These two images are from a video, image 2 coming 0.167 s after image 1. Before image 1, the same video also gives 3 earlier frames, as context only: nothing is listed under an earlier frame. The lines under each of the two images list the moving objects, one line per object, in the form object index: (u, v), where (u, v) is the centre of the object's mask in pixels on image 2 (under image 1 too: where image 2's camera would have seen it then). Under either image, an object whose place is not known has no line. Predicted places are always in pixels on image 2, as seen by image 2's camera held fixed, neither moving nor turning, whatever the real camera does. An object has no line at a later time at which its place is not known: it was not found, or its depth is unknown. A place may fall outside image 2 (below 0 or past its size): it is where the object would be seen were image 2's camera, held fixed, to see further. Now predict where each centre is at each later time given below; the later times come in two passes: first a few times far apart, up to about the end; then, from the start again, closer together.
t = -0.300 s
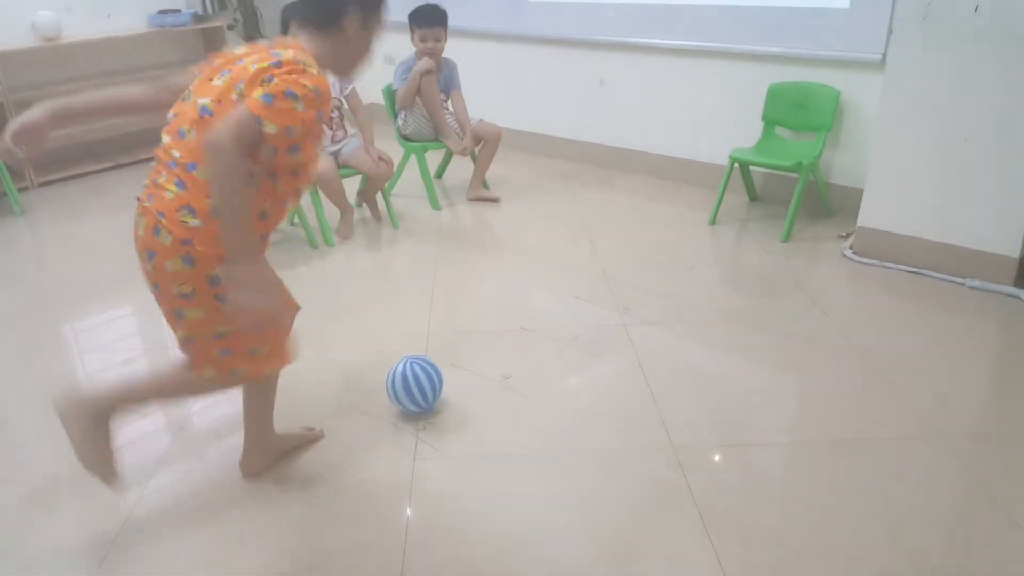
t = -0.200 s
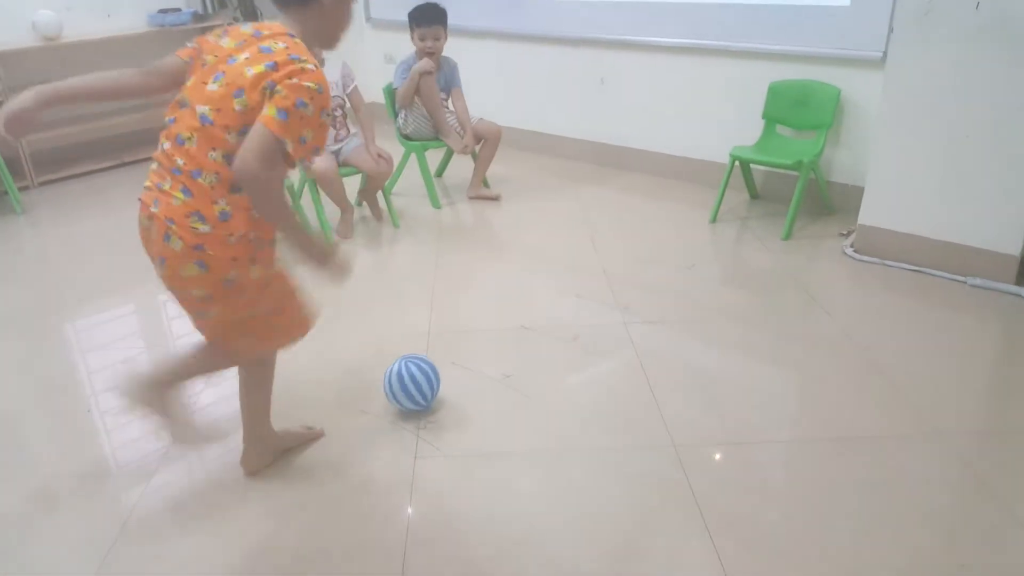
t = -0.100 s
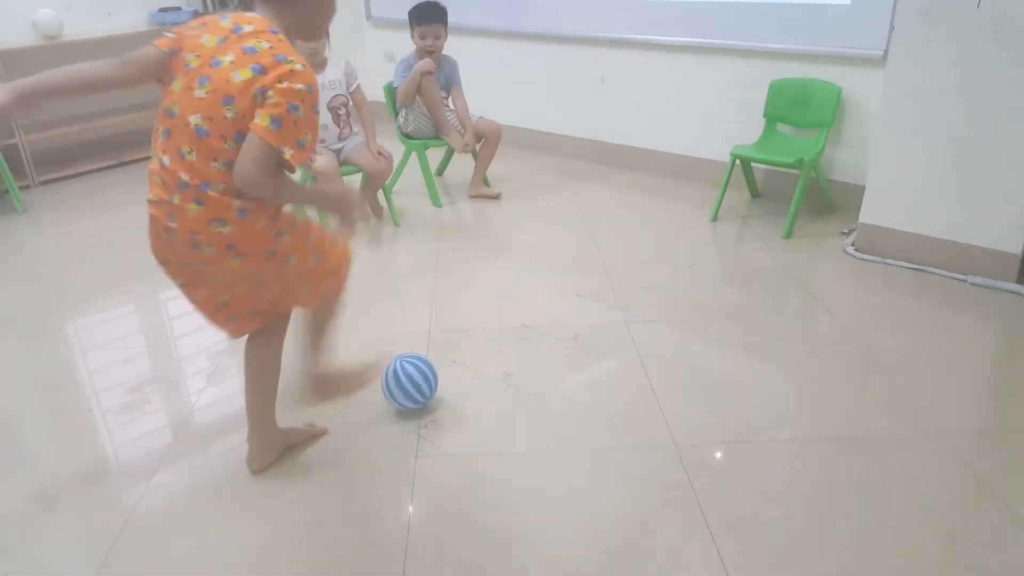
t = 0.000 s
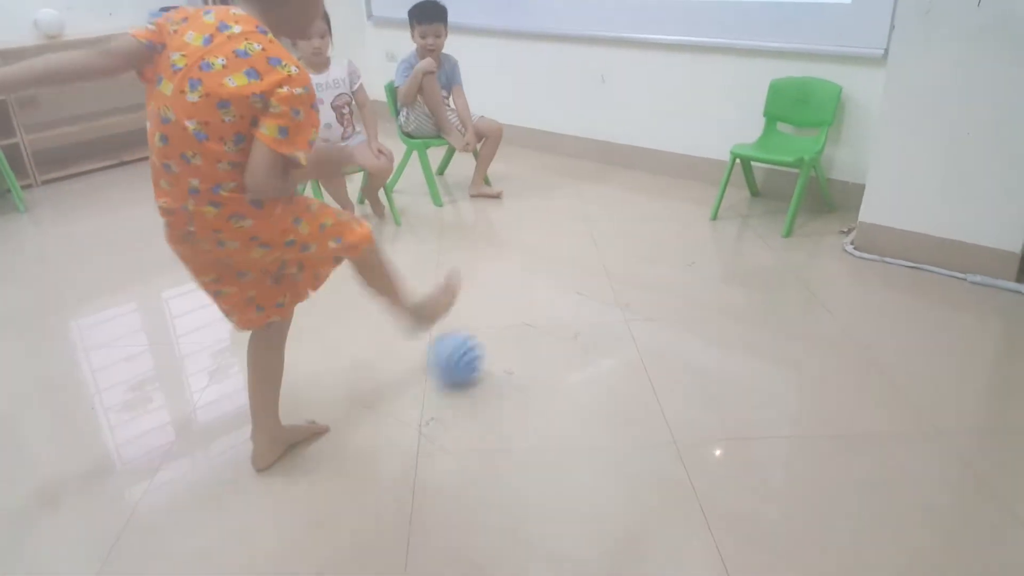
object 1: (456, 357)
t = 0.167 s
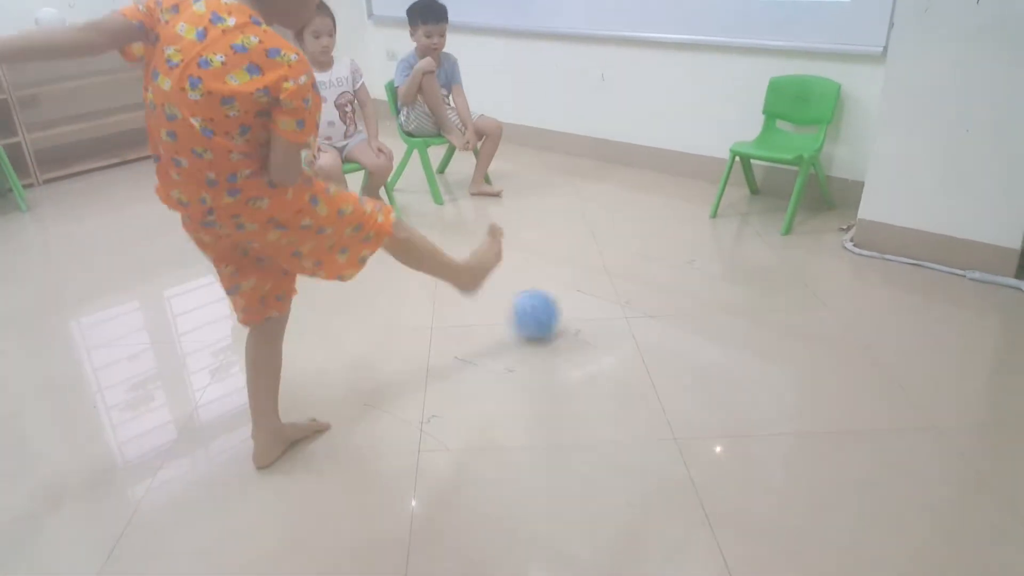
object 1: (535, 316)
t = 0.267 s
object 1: (574, 288)
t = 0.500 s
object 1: (654, 256)
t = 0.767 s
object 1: (728, 219)
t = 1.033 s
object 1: (780, 187)
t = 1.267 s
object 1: (746, 197)
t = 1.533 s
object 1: (712, 221)
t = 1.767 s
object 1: (687, 226)
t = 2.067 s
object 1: (647, 240)
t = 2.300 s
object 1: (621, 255)
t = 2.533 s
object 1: (594, 264)
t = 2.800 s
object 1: (562, 271)
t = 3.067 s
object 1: (529, 279)
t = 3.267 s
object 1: (507, 285)
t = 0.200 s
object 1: (549, 307)
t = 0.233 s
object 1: (563, 295)
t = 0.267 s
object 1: (574, 288)
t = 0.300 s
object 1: (586, 284)
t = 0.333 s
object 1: (599, 283)
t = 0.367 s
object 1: (610, 276)
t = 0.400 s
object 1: (622, 265)
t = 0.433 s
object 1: (634, 260)
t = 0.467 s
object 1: (644, 259)
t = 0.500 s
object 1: (654, 256)
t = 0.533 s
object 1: (664, 247)
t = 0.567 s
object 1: (674, 240)
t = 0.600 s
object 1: (683, 237)
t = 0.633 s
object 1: (692, 235)
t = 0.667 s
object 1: (702, 228)
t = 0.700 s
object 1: (710, 222)
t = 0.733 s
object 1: (720, 220)
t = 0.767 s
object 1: (728, 219)
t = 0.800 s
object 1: (734, 211)
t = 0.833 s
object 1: (742, 207)
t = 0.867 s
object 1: (749, 204)
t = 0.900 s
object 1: (756, 202)
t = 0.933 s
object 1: (764, 197)
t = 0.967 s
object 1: (770, 193)
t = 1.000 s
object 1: (776, 192)
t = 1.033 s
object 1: (780, 187)
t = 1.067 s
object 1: (781, 183)
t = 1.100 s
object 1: (778, 182)
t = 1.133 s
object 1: (771, 184)
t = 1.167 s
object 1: (762, 189)
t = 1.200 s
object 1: (755, 198)
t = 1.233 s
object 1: (750, 199)
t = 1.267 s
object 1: (746, 197)
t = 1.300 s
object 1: (741, 198)
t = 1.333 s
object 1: (736, 202)
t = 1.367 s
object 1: (730, 209)
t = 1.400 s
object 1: (726, 211)
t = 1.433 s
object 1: (722, 209)
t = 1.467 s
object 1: (719, 210)
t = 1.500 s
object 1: (716, 213)
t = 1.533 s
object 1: (712, 221)
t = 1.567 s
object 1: (709, 219)
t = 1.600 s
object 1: (705, 218)
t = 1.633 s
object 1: (702, 220)
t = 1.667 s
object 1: (698, 224)
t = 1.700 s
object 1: (695, 229)
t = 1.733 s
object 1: (691, 227)
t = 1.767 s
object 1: (687, 226)
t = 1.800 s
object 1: (682, 229)
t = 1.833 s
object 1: (678, 234)
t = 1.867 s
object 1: (673, 233)
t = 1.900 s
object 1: (669, 232)
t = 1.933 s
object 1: (666, 234)
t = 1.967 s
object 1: (661, 238)
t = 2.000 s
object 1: (656, 238)
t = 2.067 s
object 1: (647, 240)
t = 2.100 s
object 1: (644, 244)
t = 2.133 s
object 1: (641, 243)
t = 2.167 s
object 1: (637, 245)
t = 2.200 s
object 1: (632, 248)
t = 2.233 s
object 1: (628, 249)
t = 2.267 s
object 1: (624, 252)
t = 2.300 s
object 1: (621, 255)
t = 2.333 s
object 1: (617, 255)
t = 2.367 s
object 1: (614, 257)
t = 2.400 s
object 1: (610, 258)
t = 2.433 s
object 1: (606, 260)
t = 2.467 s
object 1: (602, 261)
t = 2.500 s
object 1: (598, 262)
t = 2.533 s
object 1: (594, 264)
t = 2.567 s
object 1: (590, 264)
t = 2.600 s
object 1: (585, 266)
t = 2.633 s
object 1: (581, 266)
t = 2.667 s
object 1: (577, 268)
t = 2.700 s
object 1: (573, 269)
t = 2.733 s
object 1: (570, 269)
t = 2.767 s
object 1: (566, 270)
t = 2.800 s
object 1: (562, 271)
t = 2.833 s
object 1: (558, 273)
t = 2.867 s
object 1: (554, 272)
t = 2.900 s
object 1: (550, 274)
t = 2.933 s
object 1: (545, 275)
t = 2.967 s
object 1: (541, 276)
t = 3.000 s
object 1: (537, 277)
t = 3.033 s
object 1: (532, 279)
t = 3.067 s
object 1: (529, 279)
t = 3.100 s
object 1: (525, 281)
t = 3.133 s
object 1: (521, 281)
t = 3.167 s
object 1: (518, 283)
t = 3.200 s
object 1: (514, 284)
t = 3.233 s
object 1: (511, 285)
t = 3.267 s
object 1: (507, 285)
